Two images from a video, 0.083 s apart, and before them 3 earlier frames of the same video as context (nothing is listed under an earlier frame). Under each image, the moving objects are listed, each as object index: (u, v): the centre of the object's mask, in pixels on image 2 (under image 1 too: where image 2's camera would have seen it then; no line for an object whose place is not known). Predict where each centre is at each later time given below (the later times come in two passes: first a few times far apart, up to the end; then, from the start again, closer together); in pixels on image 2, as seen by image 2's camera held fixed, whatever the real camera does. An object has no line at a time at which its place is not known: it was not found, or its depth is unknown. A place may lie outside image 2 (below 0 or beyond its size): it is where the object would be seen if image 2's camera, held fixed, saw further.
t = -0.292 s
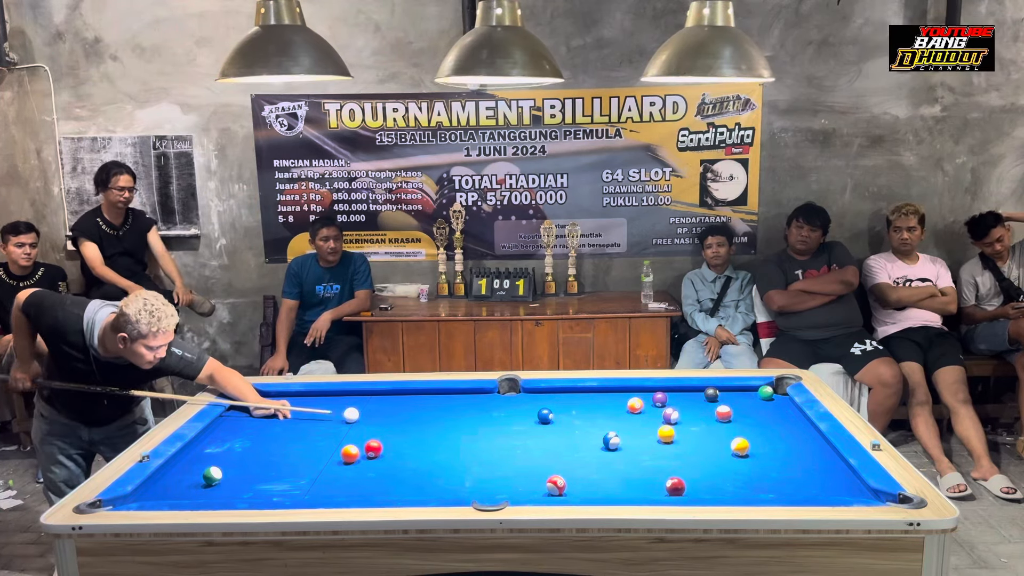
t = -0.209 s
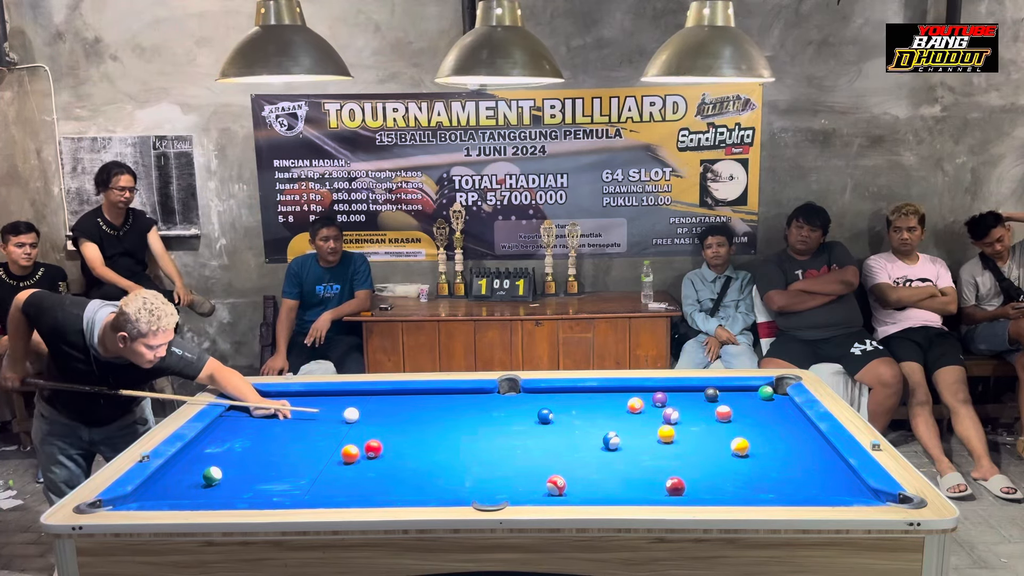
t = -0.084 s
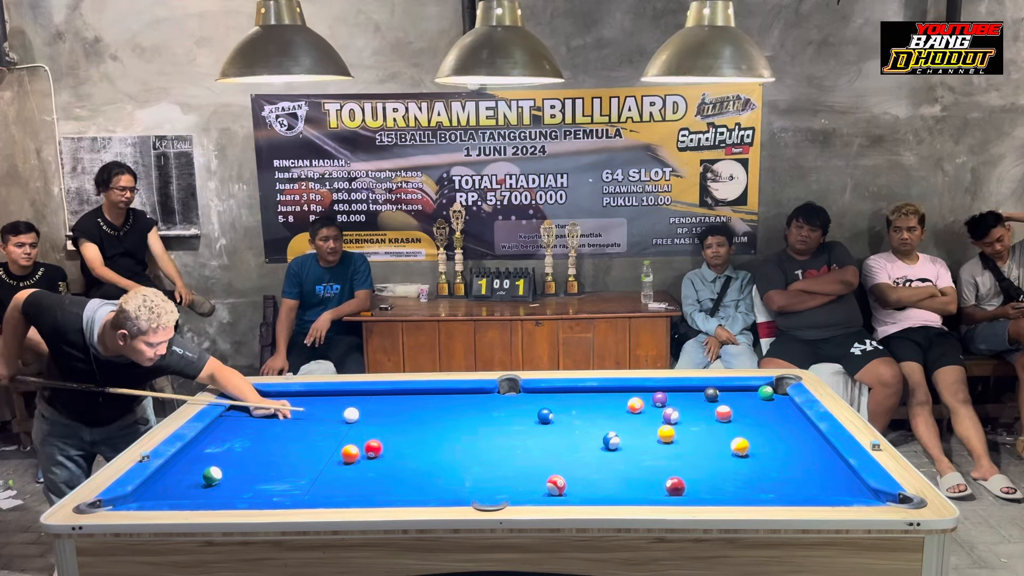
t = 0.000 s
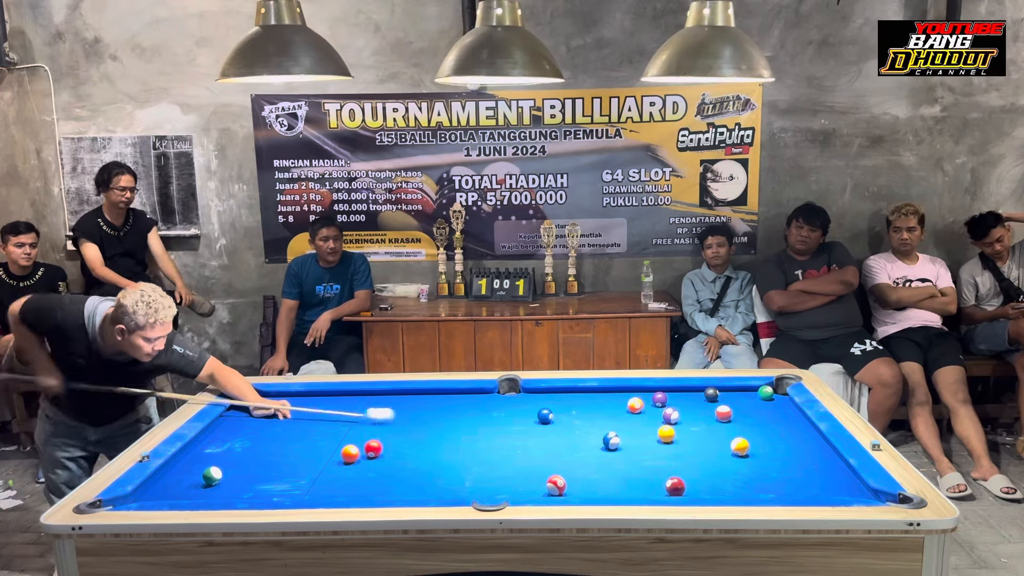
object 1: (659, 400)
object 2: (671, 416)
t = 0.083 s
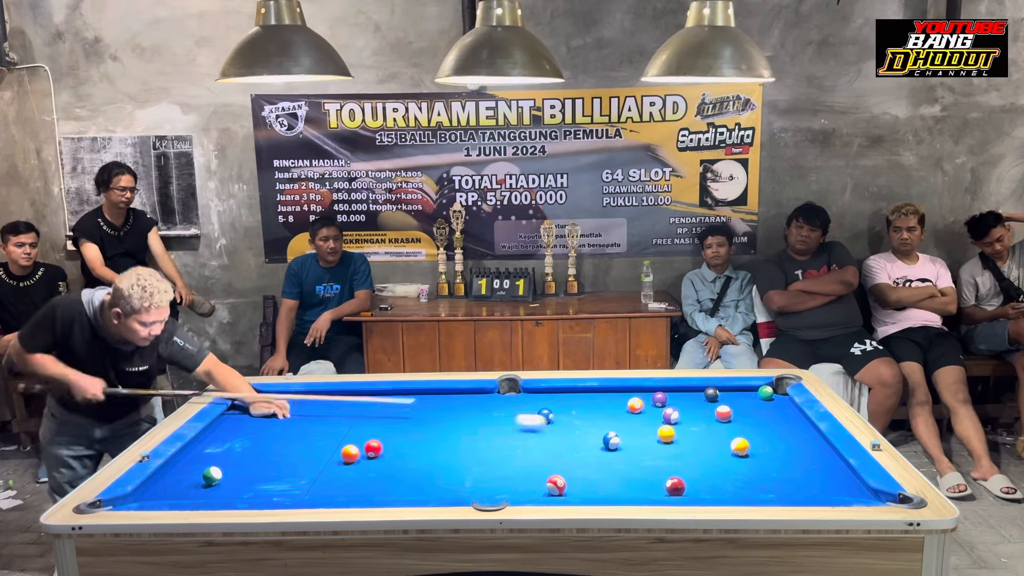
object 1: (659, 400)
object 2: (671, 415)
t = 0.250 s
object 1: (659, 396)
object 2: (660, 406)
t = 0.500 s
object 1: (664, 395)
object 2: (638, 398)
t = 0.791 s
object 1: (673, 409)
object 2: (617, 393)
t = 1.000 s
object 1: (678, 420)
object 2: (605, 390)
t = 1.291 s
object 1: (688, 437)
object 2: (593, 393)
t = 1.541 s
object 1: (696, 452)
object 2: (585, 396)
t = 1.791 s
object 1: (704, 466)
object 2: (578, 396)
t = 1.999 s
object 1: (710, 479)
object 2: (572, 400)
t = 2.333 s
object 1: (718, 491)
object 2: (564, 402)
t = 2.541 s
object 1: (715, 486)
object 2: (560, 403)
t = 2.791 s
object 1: (710, 478)
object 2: (556, 404)
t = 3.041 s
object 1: (706, 471)
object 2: (553, 404)
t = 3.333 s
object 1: (702, 464)
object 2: (551, 404)
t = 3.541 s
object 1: (699, 460)
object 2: (550, 404)
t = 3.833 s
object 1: (695, 455)
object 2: (551, 404)
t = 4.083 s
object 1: (693, 451)
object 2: (551, 404)
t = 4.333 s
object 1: (692, 448)
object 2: (551, 404)
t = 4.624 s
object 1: (691, 446)
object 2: (551, 404)
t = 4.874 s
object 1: (690, 444)
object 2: (551, 404)
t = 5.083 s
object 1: (690, 444)
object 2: (551, 404)
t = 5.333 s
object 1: (690, 443)
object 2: (551, 404)
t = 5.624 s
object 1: (690, 444)
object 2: (551, 404)
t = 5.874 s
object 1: (690, 444)
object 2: (551, 404)
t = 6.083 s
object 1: (690, 444)
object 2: (551, 404)
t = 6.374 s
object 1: (690, 444)
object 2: (551, 404)
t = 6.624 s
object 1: (690, 444)
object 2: (550, 404)
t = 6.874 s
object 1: (690, 444)
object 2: (551, 404)
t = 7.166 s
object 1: (690, 444)
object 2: (551, 404)
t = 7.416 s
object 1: (690, 444)
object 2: (551, 404)
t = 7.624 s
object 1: (690, 444)
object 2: (551, 404)
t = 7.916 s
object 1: (690, 444)
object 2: (551, 404)
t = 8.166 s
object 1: (690, 444)
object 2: (551, 404)
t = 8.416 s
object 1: (690, 443)
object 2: (551, 404)
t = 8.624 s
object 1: (690, 444)
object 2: (551, 404)
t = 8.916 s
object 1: (690, 444)
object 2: (551, 404)
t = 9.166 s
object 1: (690, 444)
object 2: (551, 404)
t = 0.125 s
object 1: (659, 400)
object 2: (671, 415)
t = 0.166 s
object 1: (659, 400)
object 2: (671, 413)
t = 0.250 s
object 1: (659, 396)
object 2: (660, 406)
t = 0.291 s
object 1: (661, 396)
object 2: (656, 404)
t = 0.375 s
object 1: (661, 391)
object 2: (647, 402)
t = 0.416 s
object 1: (661, 390)
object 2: (643, 400)
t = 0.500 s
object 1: (664, 395)
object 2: (638, 398)
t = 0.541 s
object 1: (665, 397)
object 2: (635, 396)
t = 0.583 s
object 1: (667, 399)
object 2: (630, 395)
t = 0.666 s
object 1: (669, 403)
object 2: (624, 394)
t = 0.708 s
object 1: (670, 405)
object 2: (622, 394)
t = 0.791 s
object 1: (673, 409)
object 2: (617, 393)
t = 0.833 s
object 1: (674, 412)
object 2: (613, 392)
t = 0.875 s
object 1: (675, 414)
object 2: (611, 391)
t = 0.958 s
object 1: (678, 418)
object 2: (606, 390)
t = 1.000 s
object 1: (678, 420)
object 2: (605, 390)
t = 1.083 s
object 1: (681, 425)
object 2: (601, 391)
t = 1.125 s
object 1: (683, 427)
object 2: (600, 392)
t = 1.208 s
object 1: (685, 432)
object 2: (597, 392)
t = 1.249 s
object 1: (686, 434)
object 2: (595, 393)
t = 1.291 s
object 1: (688, 437)
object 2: (593, 393)
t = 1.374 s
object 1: (691, 442)
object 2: (590, 394)
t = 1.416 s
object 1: (692, 444)
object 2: (589, 394)
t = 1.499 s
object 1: (694, 449)
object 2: (587, 395)
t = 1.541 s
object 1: (696, 452)
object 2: (585, 396)
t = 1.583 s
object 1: (697, 453)
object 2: (584, 396)
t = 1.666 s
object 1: (700, 458)
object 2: (581, 396)
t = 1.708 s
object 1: (701, 461)
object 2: (580, 396)
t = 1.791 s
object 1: (704, 466)
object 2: (578, 396)
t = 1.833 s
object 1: (705, 468)
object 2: (577, 397)
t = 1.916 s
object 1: (708, 473)
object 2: (574, 399)
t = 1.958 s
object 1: (709, 477)
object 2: (573, 399)
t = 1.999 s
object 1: (710, 479)
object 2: (572, 400)
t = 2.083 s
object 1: (713, 484)
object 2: (570, 400)
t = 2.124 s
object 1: (714, 487)
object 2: (569, 401)
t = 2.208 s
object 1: (717, 490)
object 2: (567, 401)
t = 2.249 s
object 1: (718, 491)
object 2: (566, 401)
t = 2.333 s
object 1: (718, 491)
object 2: (564, 402)
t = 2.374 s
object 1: (717, 489)
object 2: (563, 402)
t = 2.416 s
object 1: (717, 489)
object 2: (562, 402)
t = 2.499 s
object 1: (715, 487)
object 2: (561, 403)
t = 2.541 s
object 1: (715, 486)
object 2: (560, 403)
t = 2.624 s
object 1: (713, 483)
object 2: (558, 403)
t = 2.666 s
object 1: (712, 482)
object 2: (558, 403)
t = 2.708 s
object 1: (712, 481)
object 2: (557, 403)
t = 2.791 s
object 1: (710, 478)
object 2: (556, 404)
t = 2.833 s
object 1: (710, 477)
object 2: (556, 404)
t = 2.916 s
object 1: (709, 474)
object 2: (554, 404)
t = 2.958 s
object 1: (708, 473)
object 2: (554, 404)
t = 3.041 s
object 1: (706, 471)
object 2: (553, 404)
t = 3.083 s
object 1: (706, 470)
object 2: (552, 404)
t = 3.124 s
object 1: (705, 469)
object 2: (552, 404)
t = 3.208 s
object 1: (704, 467)
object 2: (551, 404)
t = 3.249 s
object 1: (703, 466)
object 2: (551, 404)
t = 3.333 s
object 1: (702, 464)
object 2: (551, 404)
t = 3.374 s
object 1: (701, 463)
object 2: (550, 404)
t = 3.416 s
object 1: (701, 462)
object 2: (550, 404)
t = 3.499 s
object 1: (700, 460)
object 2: (550, 404)
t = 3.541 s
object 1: (699, 460)
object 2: (550, 404)
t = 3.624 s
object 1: (698, 458)
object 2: (550, 404)
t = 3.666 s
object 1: (697, 457)
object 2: (550, 404)
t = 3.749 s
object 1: (696, 456)
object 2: (550, 404)
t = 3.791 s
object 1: (696, 455)
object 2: (550, 404)
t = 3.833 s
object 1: (695, 455)
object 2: (551, 404)
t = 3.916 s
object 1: (694, 453)
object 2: (551, 404)
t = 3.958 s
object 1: (694, 453)
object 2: (551, 404)
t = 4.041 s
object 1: (693, 452)
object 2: (551, 404)
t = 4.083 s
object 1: (693, 451)
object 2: (551, 404)
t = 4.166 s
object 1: (693, 450)
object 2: (551, 404)
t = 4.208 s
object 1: (692, 449)
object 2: (551, 404)
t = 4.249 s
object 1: (692, 449)
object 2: (551, 404)
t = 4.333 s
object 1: (692, 448)
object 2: (551, 404)
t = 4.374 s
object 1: (691, 448)
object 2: (551, 404)
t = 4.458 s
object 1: (691, 447)
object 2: (551, 404)
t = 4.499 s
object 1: (691, 447)
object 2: (551, 404)
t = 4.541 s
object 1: (691, 446)
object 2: (551, 404)
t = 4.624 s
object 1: (691, 446)
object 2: (551, 404)
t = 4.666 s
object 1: (690, 445)
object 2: (551, 404)
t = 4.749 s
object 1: (690, 445)
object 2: (551, 404)
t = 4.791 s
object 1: (690, 445)
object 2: (551, 404)
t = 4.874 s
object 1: (690, 444)
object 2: (551, 404)
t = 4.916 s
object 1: (690, 444)
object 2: (550, 404)
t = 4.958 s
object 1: (690, 444)
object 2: (551, 404)
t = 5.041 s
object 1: (690, 444)
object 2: (551, 404)
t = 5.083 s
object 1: (690, 444)
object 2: (551, 404)
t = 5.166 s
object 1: (690, 443)
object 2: (551, 404)
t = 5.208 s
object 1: (690, 443)
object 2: (551, 404)
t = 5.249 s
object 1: (690, 443)
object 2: (551, 404)
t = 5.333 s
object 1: (690, 443)
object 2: (551, 404)
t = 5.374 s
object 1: (690, 443)
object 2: (551, 404)
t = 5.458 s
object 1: (690, 443)
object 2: (551, 404)
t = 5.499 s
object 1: (690, 443)
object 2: (551, 404)
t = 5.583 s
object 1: (690, 444)
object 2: (551, 404)
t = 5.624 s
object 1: (690, 444)
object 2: (551, 404)
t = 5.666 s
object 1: (690, 444)
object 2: (551, 404)
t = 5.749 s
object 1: (690, 444)
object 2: (551, 404)
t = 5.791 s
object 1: (690, 444)
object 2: (551, 404)
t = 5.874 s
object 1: (690, 444)
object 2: (551, 404)
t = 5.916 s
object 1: (690, 444)
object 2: (551, 404)
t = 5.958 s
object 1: (690, 444)
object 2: (551, 404)
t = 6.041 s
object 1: (690, 444)
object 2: (551, 404)
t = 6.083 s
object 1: (690, 444)
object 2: (551, 404)
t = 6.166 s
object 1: (690, 444)
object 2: (551, 404)
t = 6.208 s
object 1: (690, 444)
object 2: (551, 404)
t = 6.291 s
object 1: (690, 444)
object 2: (551, 404)
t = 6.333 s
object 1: (690, 444)
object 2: (551, 404)
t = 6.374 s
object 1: (690, 444)
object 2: (551, 404)
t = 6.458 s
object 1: (690, 443)
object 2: (550, 404)
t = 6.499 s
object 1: (690, 444)
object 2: (550, 404)
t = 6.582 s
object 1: (690, 444)
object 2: (551, 404)
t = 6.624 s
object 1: (690, 444)
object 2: (550, 404)
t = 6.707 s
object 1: (690, 444)
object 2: (551, 404)
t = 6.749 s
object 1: (690, 444)
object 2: (551, 404)
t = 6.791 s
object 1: (690, 444)
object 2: (551, 404)
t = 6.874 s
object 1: (690, 444)
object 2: (551, 404)
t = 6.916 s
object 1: (690, 444)
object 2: (551, 404)
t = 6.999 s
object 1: (690, 444)
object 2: (551, 404)
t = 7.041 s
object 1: (690, 444)
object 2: (551, 404)
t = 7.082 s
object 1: (690, 444)
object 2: (551, 404)
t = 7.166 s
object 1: (690, 444)
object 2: (551, 404)
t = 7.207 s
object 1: (690, 444)
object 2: (551, 404)
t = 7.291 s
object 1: (690, 444)
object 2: (551, 404)
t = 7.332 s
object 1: (690, 444)
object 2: (551, 404)
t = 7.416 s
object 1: (690, 444)
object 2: (551, 404)
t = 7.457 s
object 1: (690, 444)
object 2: (551, 404)
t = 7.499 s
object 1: (690, 444)
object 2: (551, 404)
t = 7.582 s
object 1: (690, 444)
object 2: (551, 404)
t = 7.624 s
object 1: (690, 444)
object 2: (551, 404)
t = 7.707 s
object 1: (690, 444)
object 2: (550, 404)
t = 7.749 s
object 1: (690, 444)
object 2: (551, 404)
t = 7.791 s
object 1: (690, 444)
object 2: (550, 404)
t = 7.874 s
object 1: (690, 444)
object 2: (551, 404)
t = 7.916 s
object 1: (690, 444)
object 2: (551, 404)
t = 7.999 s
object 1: (690, 444)
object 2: (551, 404)
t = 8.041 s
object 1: (690, 443)
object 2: (550, 404)
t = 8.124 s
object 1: (690, 444)
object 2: (551, 404)
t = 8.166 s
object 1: (690, 444)
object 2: (551, 404)
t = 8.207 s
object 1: (690, 444)
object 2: (551, 404)
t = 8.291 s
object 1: (690, 444)
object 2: (551, 404)
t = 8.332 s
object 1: (690, 444)
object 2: (551, 404)
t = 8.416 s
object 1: (690, 443)
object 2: (551, 404)
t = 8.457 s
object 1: (690, 444)
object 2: (551, 404)
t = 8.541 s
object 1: (690, 443)
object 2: (551, 404)
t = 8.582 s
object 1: (690, 444)
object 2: (551, 404)
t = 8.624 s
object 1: (690, 444)
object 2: (551, 404)
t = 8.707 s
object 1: (690, 443)
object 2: (551, 404)
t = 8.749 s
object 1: (690, 443)
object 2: (551, 404)
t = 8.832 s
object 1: (690, 443)
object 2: (551, 404)
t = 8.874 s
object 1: (690, 444)
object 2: (551, 404)
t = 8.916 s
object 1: (690, 444)
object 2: (551, 404)
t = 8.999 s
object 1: (690, 444)
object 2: (551, 404)
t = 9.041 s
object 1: (690, 444)
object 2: (551, 404)
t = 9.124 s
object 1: (690, 444)
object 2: (551, 404)
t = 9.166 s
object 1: (690, 444)
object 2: (551, 404)
